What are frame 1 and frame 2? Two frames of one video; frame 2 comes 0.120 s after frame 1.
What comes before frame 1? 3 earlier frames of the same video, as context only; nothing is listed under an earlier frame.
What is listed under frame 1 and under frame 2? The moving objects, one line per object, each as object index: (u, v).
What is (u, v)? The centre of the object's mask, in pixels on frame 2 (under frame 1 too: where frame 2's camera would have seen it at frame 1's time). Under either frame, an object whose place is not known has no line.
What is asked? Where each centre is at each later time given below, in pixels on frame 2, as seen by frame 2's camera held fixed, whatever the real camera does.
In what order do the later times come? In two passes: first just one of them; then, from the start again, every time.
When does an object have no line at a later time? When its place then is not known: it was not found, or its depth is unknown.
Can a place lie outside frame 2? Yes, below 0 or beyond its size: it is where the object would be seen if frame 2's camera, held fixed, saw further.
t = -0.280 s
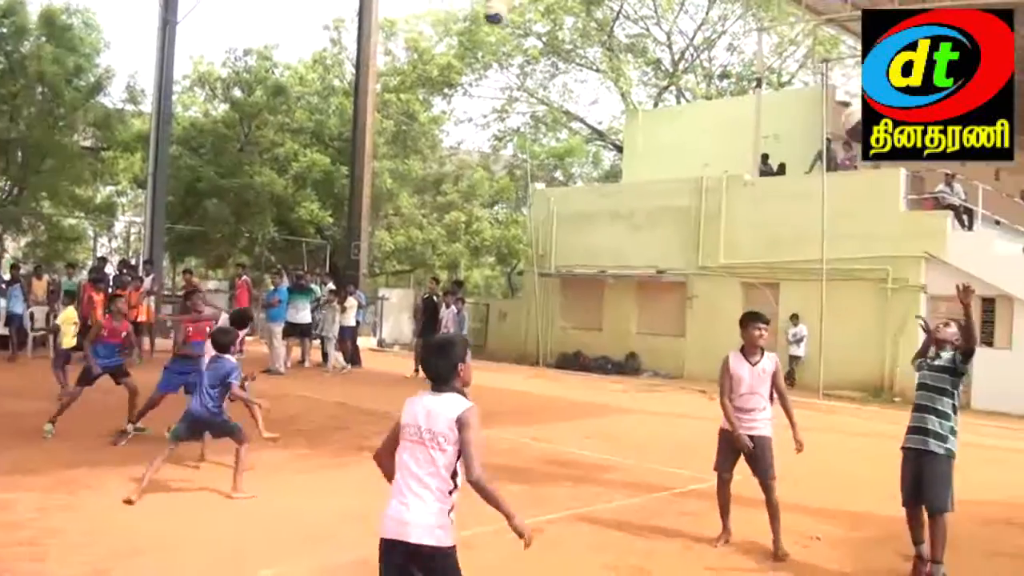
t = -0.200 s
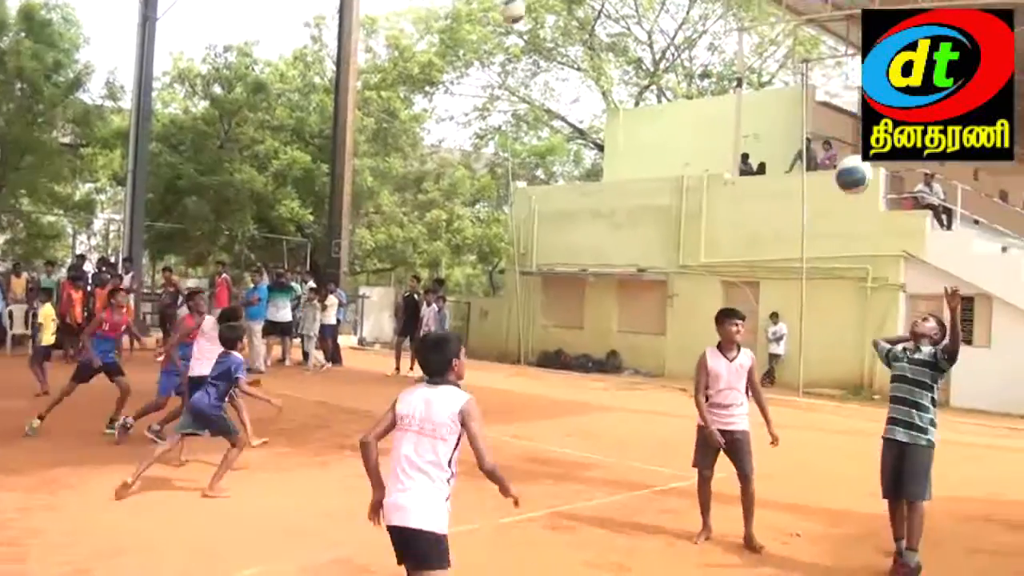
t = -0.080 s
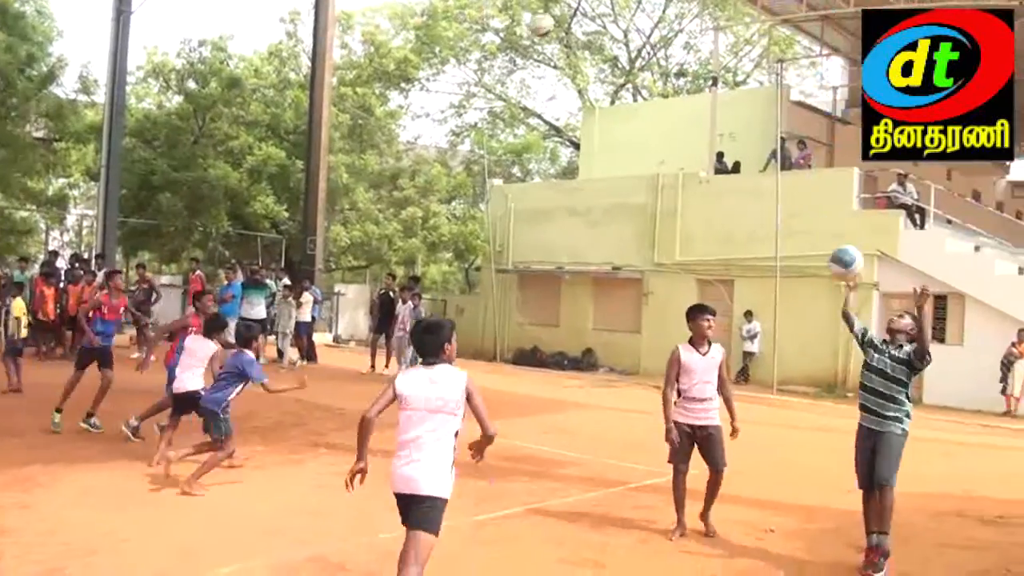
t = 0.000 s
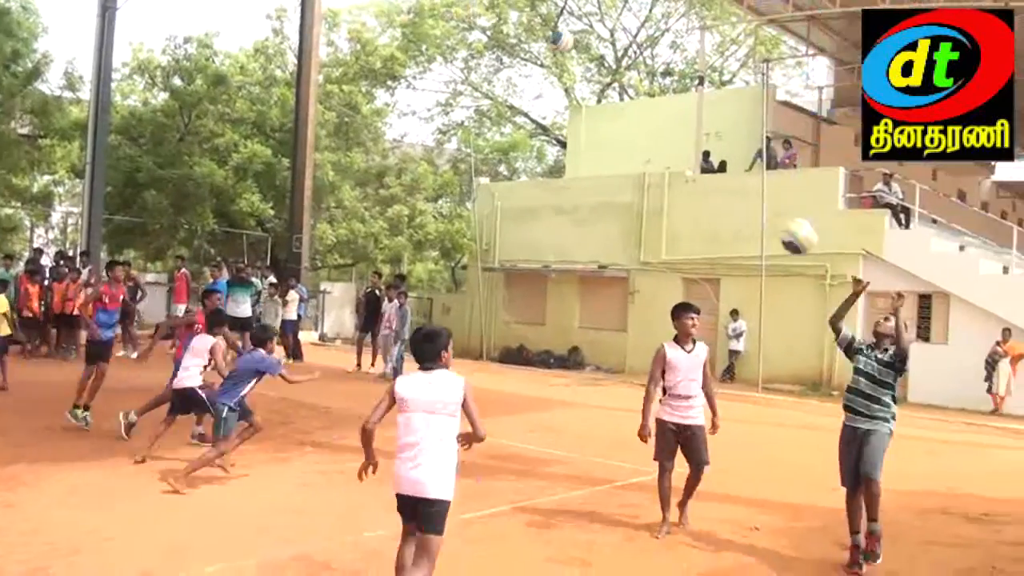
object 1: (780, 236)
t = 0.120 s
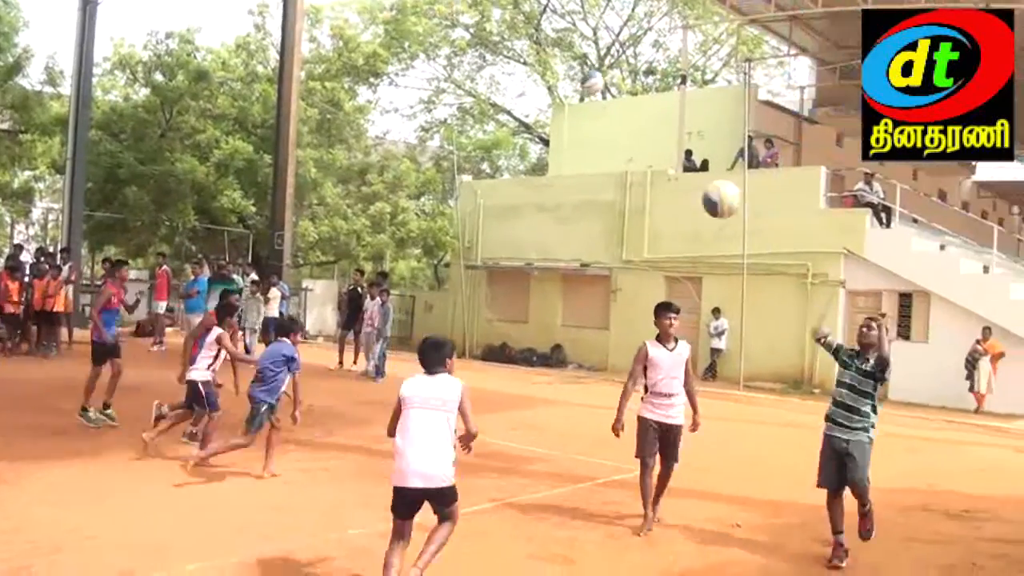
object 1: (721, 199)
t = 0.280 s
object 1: (629, 183)
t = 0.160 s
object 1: (700, 190)
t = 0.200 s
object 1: (682, 185)
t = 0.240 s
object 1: (656, 181)
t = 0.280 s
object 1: (629, 183)
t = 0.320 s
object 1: (602, 188)
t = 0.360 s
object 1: (573, 195)
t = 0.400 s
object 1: (542, 207)
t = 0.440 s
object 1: (512, 222)
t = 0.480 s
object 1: (480, 241)
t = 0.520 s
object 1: (441, 265)
